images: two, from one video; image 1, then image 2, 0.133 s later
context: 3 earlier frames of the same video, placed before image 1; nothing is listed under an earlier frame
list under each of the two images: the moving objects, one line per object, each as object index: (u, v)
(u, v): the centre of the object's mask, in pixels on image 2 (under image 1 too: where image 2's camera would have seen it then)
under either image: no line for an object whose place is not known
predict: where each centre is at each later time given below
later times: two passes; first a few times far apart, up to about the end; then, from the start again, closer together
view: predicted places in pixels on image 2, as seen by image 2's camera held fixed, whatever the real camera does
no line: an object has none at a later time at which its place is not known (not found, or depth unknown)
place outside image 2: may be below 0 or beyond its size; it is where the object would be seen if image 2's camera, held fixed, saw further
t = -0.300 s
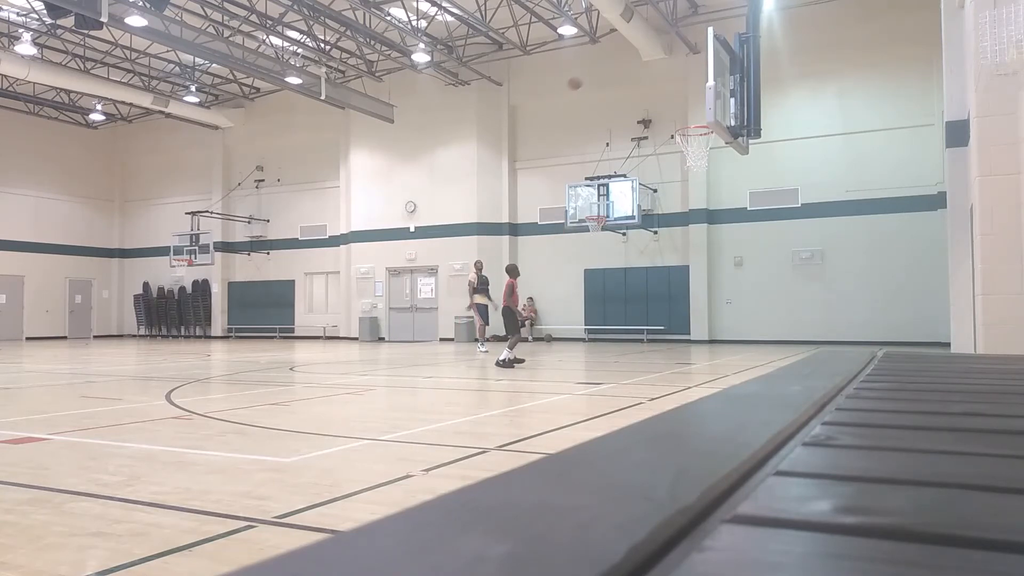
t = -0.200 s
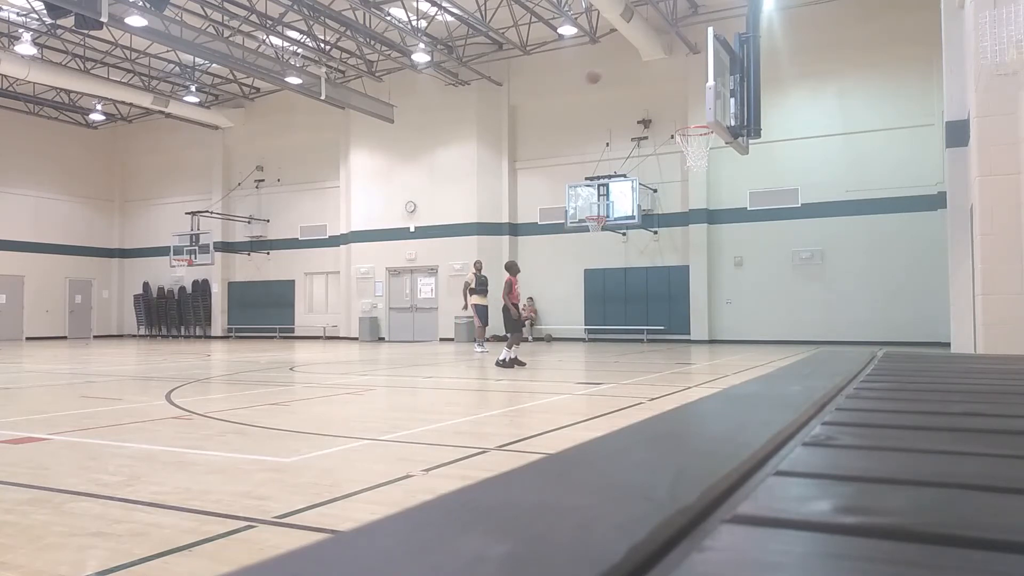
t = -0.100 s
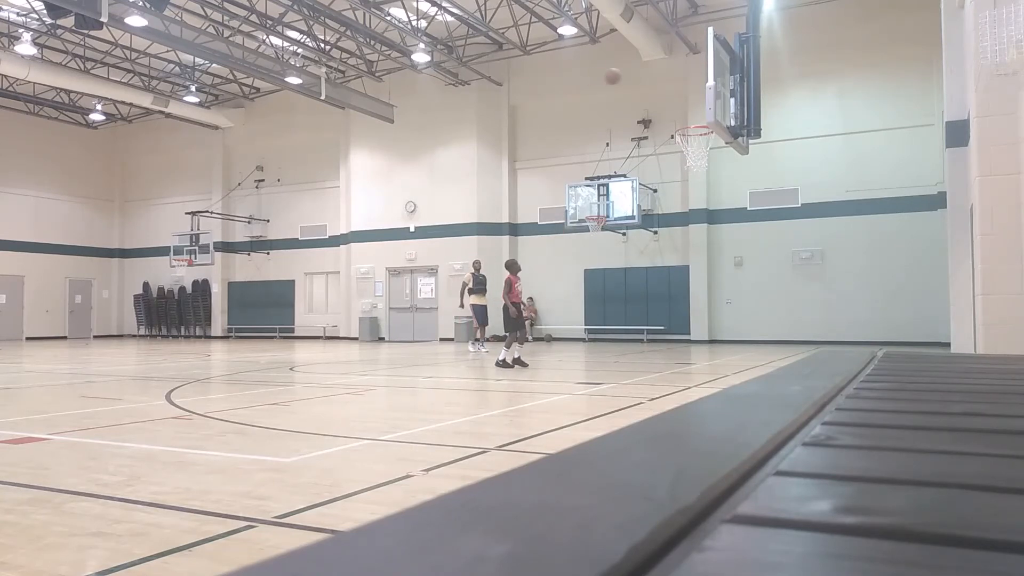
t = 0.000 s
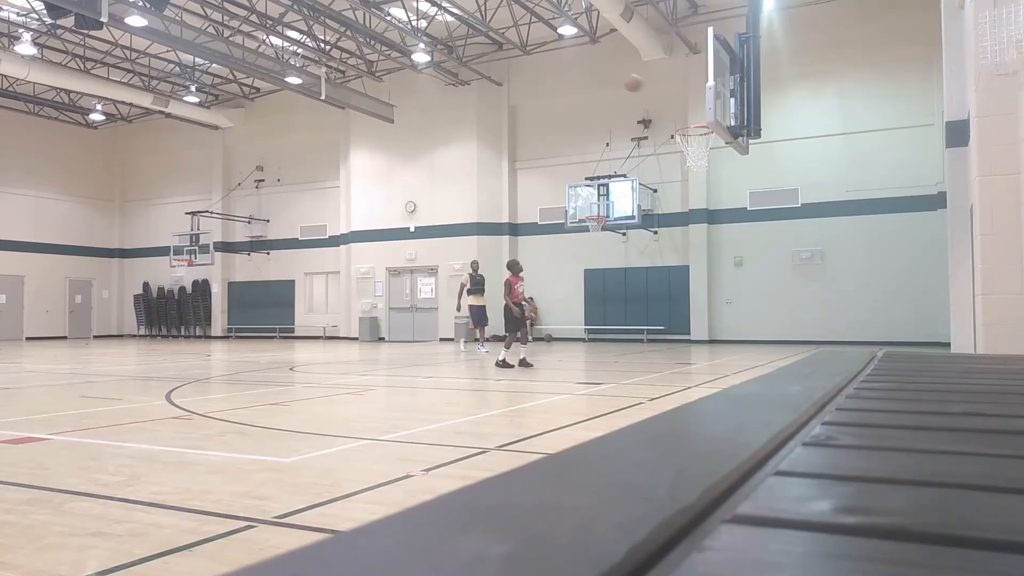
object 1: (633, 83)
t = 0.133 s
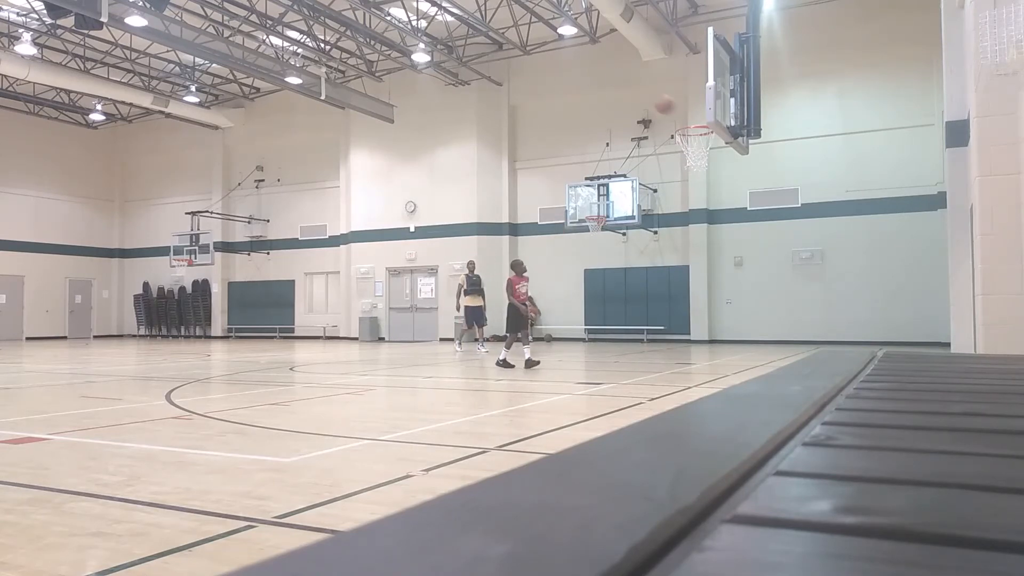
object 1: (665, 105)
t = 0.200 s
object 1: (681, 120)
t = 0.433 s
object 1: (718, 160)
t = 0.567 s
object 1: (733, 189)
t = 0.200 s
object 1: (681, 120)
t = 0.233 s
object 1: (692, 132)
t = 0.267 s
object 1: (699, 141)
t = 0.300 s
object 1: (705, 146)
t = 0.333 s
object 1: (709, 148)
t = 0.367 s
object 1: (712, 151)
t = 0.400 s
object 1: (715, 155)
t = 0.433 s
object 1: (718, 160)
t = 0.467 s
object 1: (722, 166)
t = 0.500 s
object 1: (726, 173)
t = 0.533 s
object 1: (730, 181)
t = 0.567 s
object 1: (733, 189)
